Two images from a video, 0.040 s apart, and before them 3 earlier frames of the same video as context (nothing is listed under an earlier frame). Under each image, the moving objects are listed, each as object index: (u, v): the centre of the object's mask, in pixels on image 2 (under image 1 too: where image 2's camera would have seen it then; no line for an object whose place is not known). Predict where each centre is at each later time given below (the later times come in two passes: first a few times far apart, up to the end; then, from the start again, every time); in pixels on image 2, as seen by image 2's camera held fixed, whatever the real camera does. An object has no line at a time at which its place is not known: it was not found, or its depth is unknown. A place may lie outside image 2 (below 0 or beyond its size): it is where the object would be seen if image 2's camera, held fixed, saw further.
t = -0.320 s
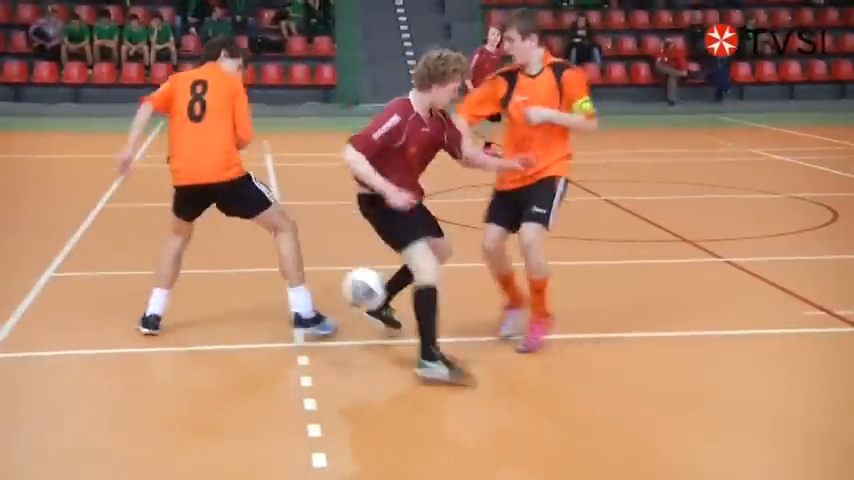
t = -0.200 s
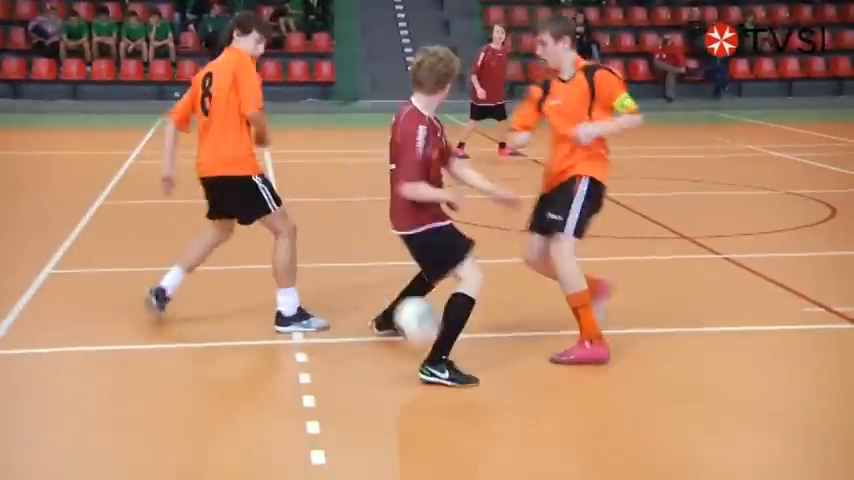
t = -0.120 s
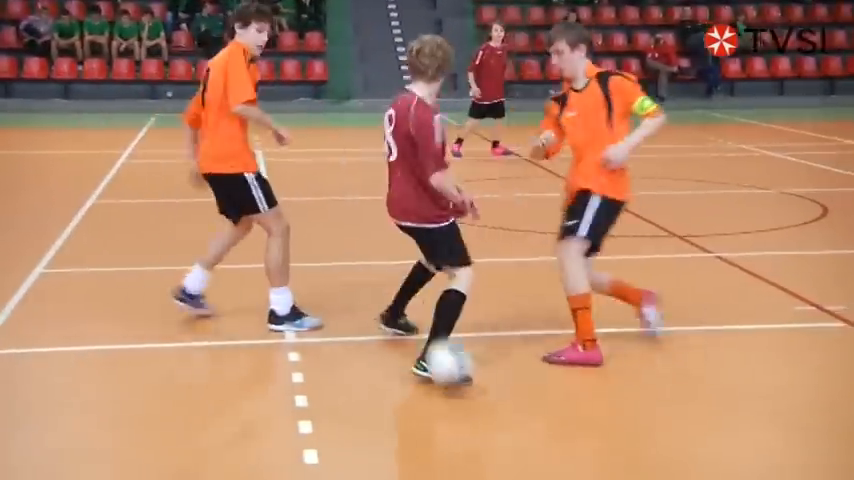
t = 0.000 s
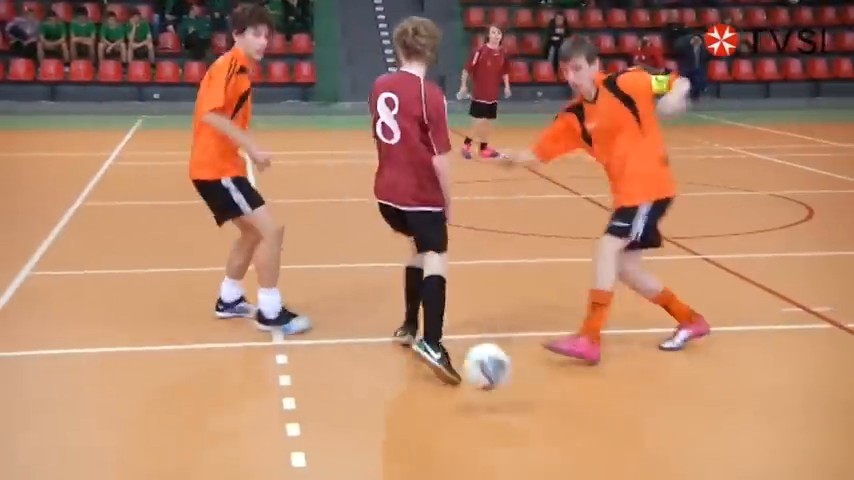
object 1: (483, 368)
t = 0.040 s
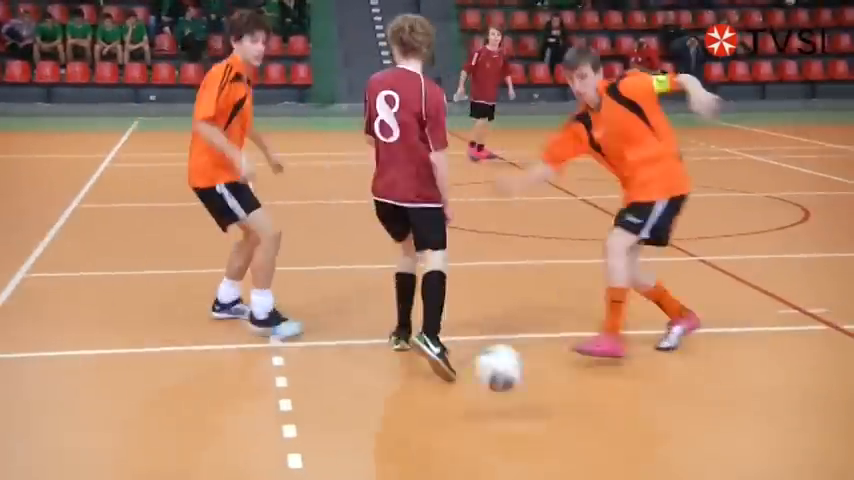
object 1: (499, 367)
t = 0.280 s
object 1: (604, 419)
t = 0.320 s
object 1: (619, 420)
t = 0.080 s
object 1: (514, 370)
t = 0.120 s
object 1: (533, 375)
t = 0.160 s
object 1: (552, 387)
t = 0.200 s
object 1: (572, 402)
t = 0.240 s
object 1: (592, 421)
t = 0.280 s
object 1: (604, 419)
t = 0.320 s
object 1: (619, 420)
